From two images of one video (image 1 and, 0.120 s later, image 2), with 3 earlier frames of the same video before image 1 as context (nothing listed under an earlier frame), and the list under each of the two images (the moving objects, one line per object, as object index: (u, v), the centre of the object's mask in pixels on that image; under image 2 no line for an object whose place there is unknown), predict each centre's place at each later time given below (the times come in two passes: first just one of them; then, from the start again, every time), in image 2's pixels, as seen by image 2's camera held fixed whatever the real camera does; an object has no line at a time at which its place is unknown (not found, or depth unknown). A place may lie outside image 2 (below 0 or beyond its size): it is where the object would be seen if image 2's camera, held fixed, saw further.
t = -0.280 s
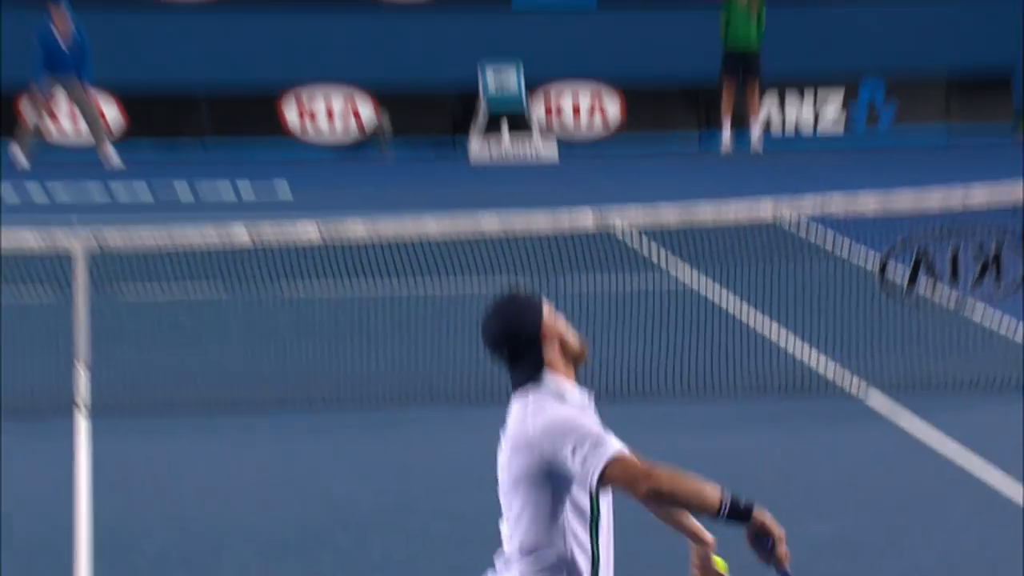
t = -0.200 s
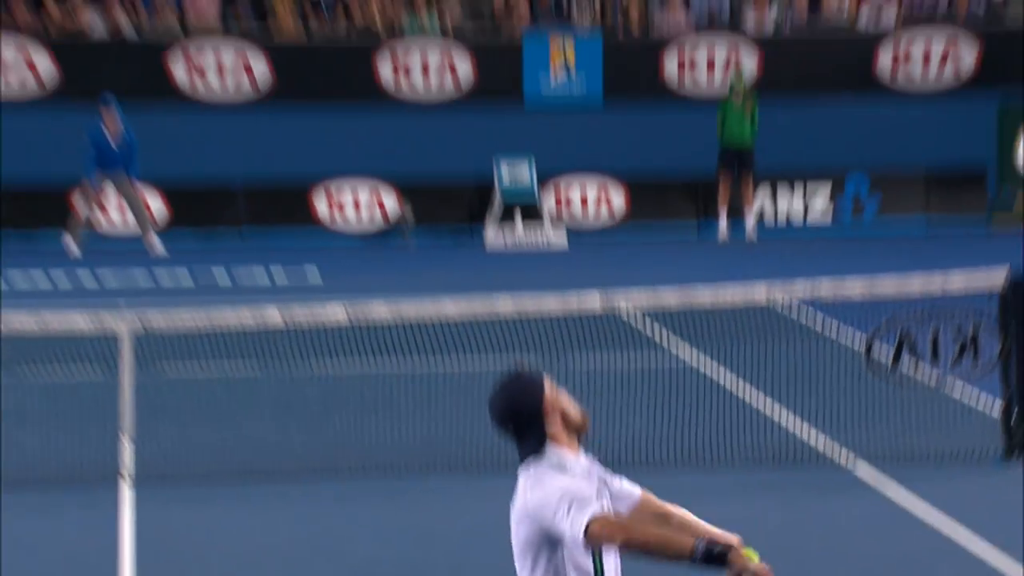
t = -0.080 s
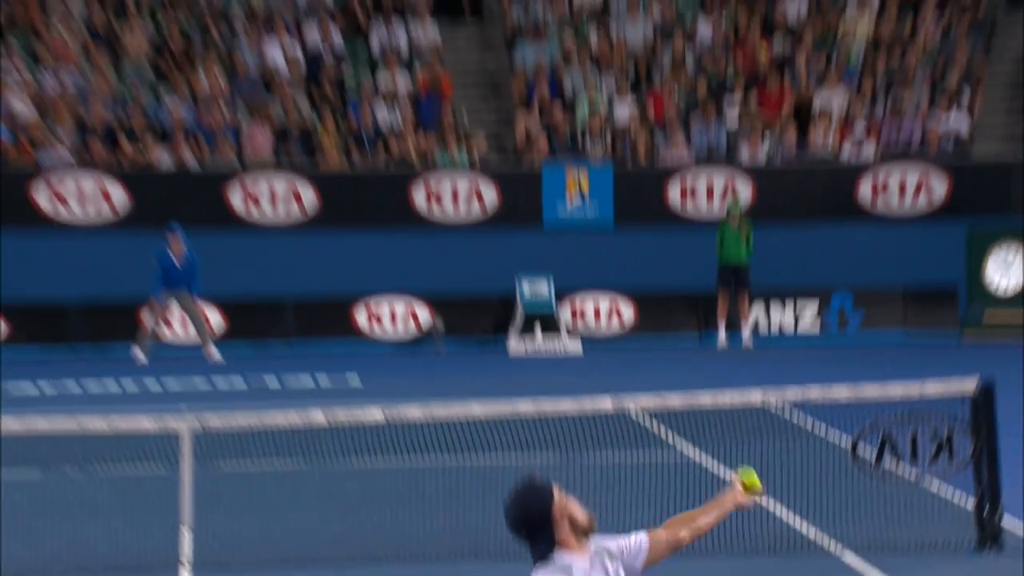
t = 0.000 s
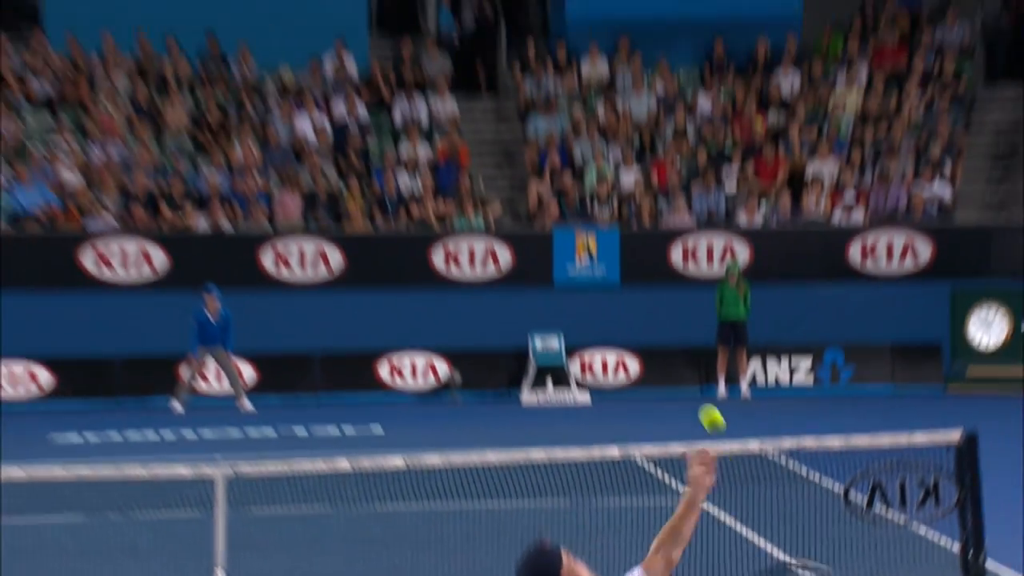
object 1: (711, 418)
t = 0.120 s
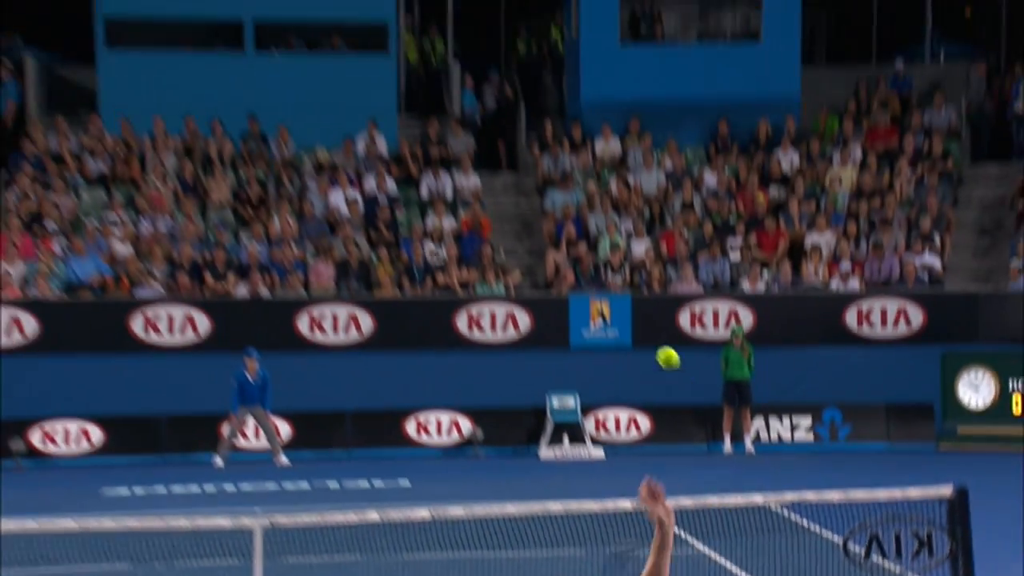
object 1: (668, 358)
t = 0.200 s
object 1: (635, 304)
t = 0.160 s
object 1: (651, 329)
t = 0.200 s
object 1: (635, 304)
